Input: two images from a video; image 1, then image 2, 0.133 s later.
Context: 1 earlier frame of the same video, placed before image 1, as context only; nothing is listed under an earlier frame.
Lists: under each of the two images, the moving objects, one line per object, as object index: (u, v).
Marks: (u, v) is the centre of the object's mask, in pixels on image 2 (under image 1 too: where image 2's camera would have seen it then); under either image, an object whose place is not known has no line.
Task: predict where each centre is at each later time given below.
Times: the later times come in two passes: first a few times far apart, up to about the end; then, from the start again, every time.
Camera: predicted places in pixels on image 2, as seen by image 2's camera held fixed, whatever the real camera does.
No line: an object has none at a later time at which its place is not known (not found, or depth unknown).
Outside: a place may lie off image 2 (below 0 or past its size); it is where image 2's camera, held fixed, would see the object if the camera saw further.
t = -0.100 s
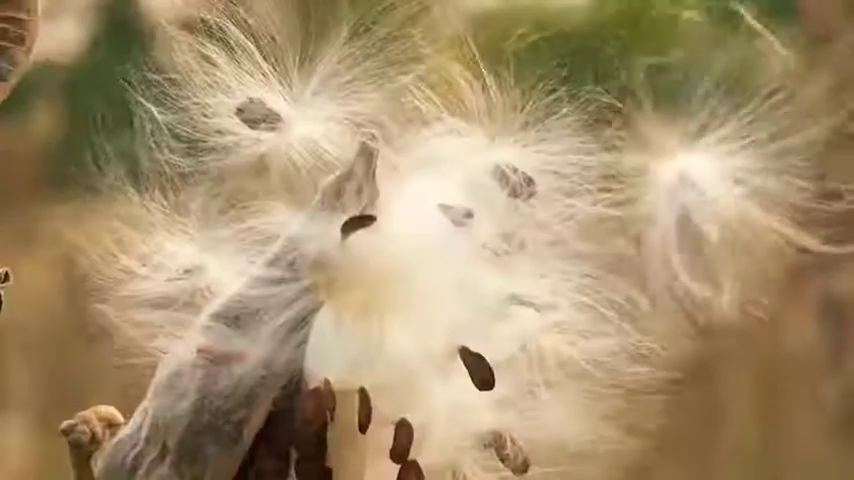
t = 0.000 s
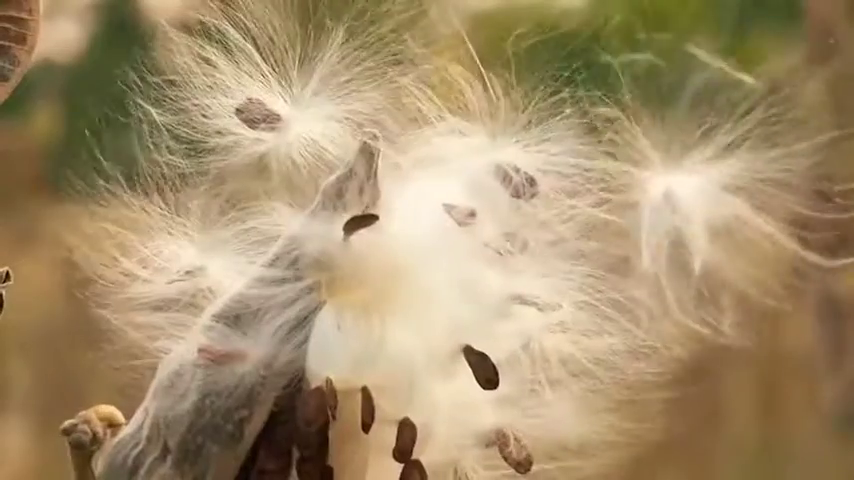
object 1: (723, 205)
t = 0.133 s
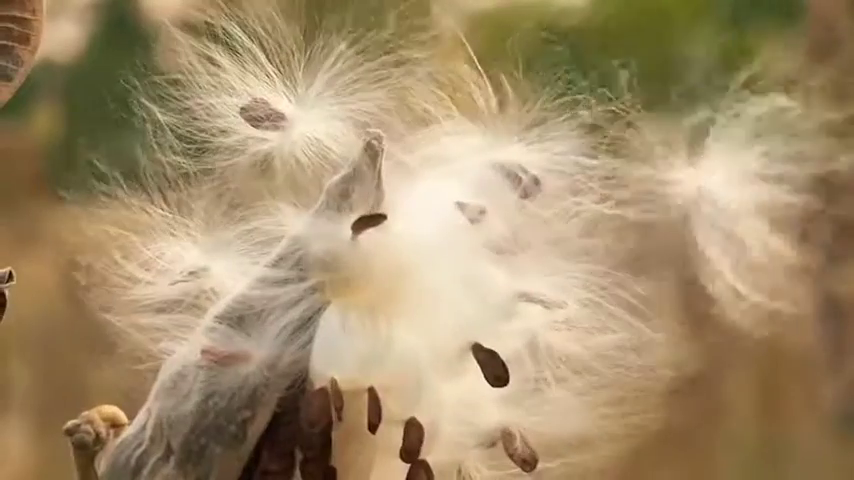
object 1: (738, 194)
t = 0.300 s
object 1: (728, 167)
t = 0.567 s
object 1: (705, 209)
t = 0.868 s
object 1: (709, 217)
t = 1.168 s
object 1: (693, 237)
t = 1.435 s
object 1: (695, 240)
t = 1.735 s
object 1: (697, 238)
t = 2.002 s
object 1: (706, 262)
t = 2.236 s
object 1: (714, 261)
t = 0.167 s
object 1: (741, 184)
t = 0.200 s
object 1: (735, 186)
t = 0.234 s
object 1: (739, 177)
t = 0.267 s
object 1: (746, 155)
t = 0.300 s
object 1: (728, 167)
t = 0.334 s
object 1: (723, 166)
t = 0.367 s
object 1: (716, 166)
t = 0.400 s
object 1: (715, 172)
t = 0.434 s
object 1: (715, 180)
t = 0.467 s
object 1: (715, 188)
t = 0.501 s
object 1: (712, 197)
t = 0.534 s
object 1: (708, 204)
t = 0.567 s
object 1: (705, 209)
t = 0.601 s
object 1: (707, 213)
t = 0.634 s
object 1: (703, 219)
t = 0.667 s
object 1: (704, 222)
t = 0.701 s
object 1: (703, 221)
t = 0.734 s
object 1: (703, 222)
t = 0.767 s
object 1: (703, 224)
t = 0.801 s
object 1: (703, 226)
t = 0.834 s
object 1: (703, 230)
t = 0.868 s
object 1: (709, 217)
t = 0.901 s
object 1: (701, 233)
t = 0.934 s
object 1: (702, 230)
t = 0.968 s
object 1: (701, 233)
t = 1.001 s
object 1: (697, 234)
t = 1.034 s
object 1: (695, 235)
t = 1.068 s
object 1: (693, 235)
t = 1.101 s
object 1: (692, 236)
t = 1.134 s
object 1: (692, 236)
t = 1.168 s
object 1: (693, 237)
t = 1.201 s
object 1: (694, 240)
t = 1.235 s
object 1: (693, 243)
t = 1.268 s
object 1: (693, 242)
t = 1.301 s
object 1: (693, 242)
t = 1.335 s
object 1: (692, 242)
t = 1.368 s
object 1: (693, 243)
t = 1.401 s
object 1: (694, 240)
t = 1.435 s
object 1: (695, 240)
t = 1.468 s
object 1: (695, 239)
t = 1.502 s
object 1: (695, 239)
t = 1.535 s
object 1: (695, 237)
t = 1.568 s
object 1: (694, 237)
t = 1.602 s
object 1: (695, 237)
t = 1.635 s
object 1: (697, 238)
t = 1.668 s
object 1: (697, 241)
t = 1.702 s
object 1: (697, 241)
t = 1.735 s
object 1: (697, 238)
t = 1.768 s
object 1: (700, 244)
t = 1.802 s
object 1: (700, 241)
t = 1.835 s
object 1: (710, 245)
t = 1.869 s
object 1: (709, 244)
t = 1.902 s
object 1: (700, 244)
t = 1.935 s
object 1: (699, 253)
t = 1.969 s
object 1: (704, 253)
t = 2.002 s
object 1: (706, 262)
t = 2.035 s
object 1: (712, 263)
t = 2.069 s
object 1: (711, 264)
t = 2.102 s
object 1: (712, 266)
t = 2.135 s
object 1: (713, 265)
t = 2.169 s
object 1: (715, 266)
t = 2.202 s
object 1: (714, 263)
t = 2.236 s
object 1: (714, 261)
